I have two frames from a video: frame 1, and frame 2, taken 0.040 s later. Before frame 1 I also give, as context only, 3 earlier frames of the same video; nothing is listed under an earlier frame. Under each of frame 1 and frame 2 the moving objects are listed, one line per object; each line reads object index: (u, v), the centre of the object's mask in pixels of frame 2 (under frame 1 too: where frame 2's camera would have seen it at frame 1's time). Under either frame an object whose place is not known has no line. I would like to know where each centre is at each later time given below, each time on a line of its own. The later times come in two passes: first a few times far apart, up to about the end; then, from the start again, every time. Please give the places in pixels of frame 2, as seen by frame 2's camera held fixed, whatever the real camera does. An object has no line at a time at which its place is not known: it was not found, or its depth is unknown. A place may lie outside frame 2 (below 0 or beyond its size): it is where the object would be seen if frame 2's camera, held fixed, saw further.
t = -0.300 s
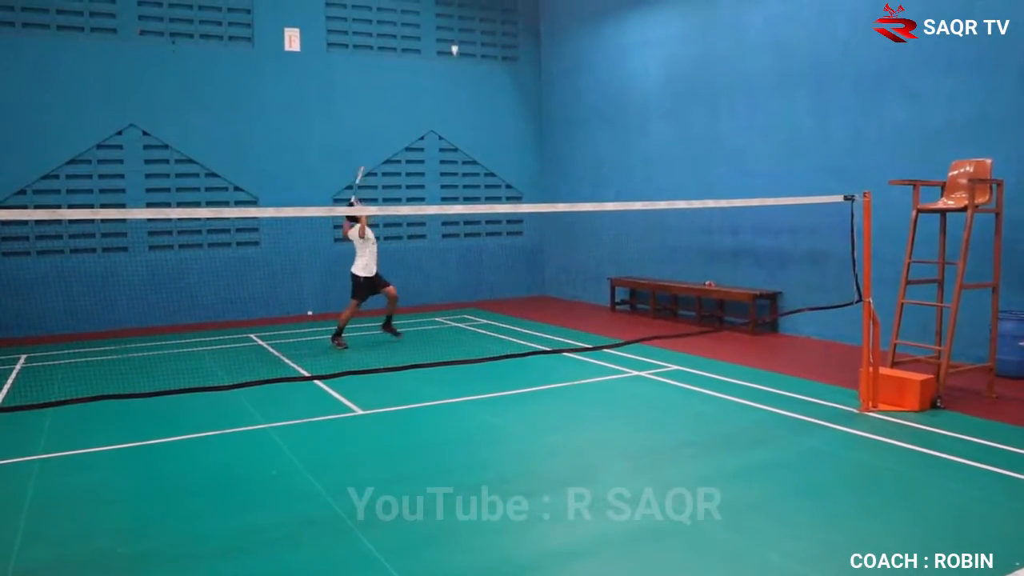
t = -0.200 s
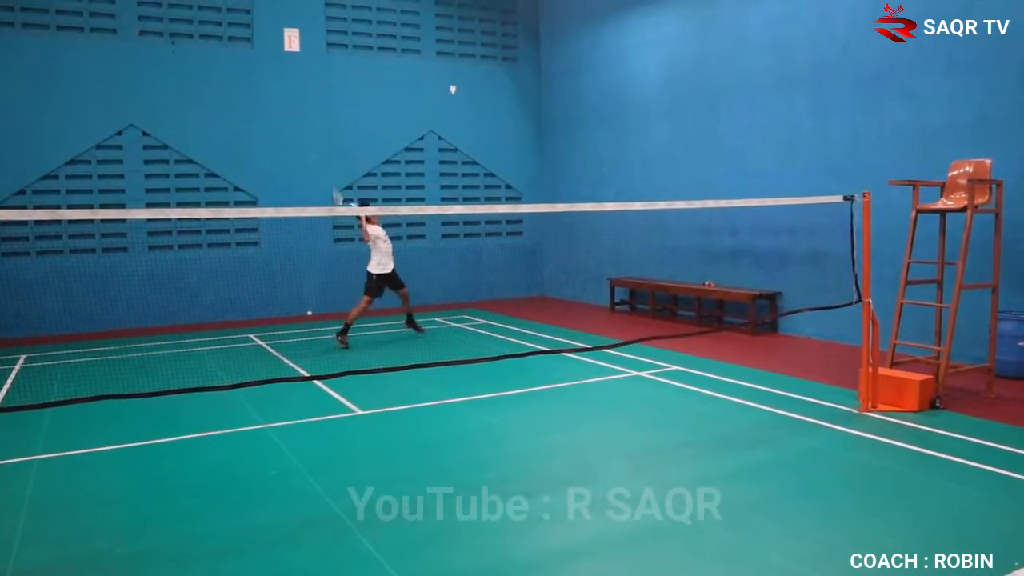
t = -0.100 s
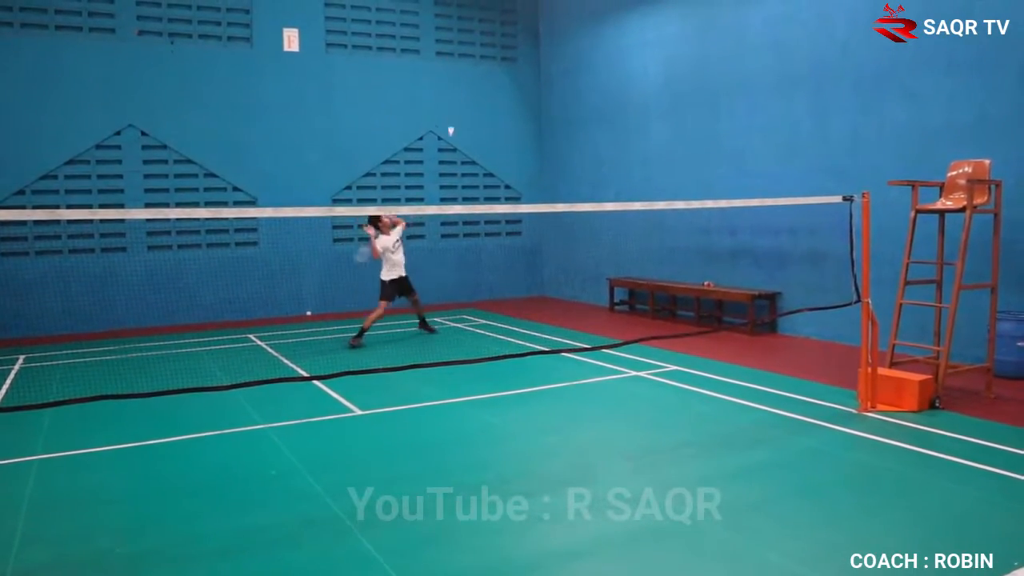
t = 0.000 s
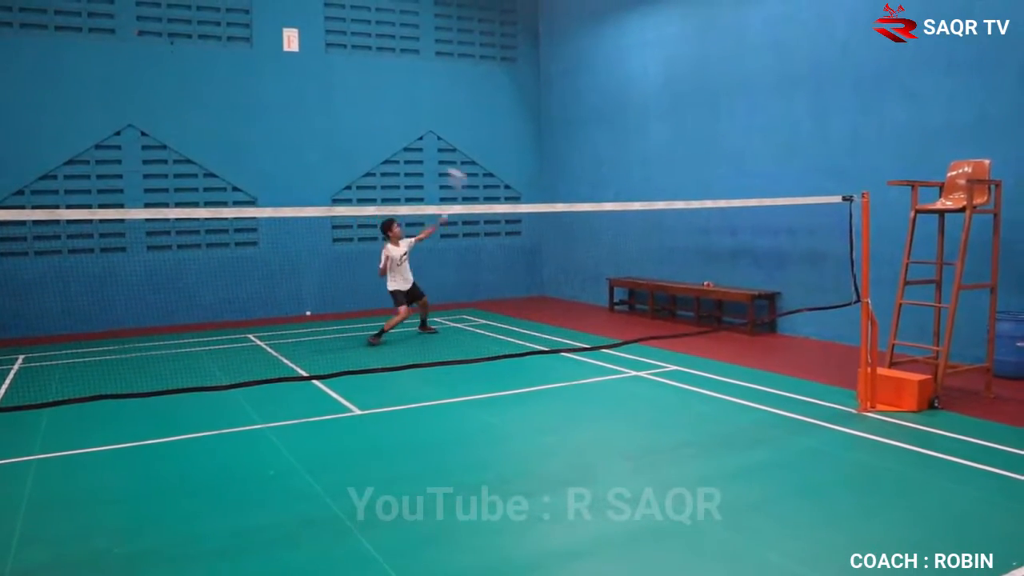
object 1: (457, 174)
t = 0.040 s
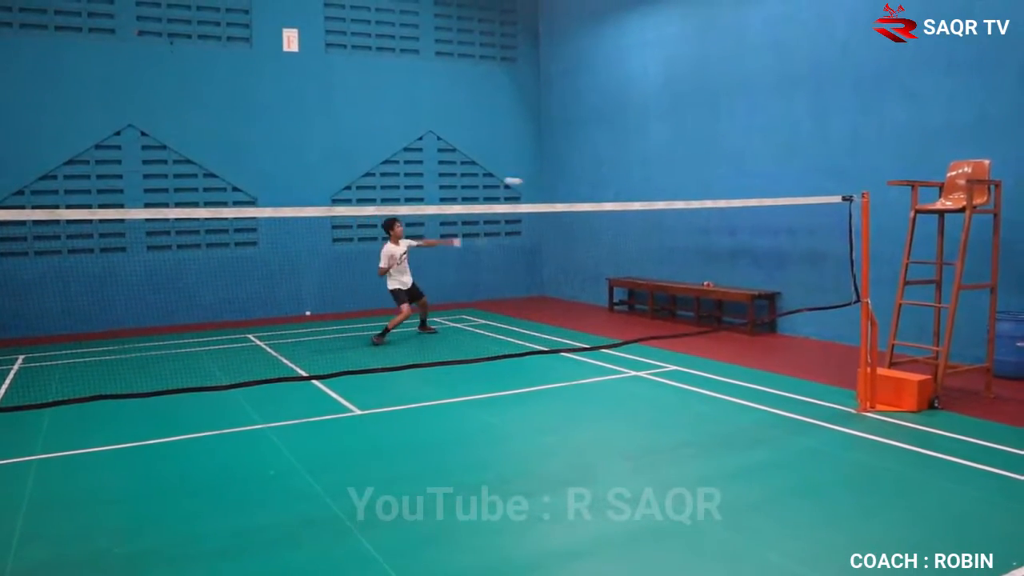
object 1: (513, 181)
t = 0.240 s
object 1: (781, 238)
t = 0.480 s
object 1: (774, 252)
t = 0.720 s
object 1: (763, 331)
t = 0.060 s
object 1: (540, 184)
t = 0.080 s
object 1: (567, 188)
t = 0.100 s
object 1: (595, 193)
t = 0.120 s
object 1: (623, 197)
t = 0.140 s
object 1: (648, 200)
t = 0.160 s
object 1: (678, 209)
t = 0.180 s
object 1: (704, 214)
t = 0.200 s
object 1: (732, 222)
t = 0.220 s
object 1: (759, 230)
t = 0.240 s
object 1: (781, 238)
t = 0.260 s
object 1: (788, 241)
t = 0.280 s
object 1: (789, 241)
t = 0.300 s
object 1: (789, 239)
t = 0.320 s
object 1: (788, 238)
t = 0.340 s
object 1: (787, 238)
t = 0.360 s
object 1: (785, 238)
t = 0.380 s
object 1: (784, 239)
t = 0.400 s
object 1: (782, 242)
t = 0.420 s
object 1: (780, 244)
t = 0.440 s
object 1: (778, 246)
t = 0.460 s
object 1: (776, 250)
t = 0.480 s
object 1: (774, 252)
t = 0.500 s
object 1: (773, 256)
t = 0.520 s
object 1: (772, 259)
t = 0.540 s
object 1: (771, 263)
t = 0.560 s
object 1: (771, 268)
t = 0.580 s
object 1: (771, 273)
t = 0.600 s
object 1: (771, 280)
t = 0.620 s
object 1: (770, 288)
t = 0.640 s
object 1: (769, 296)
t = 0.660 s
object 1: (768, 304)
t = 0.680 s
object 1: (767, 312)
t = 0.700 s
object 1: (765, 323)
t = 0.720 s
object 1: (763, 331)
